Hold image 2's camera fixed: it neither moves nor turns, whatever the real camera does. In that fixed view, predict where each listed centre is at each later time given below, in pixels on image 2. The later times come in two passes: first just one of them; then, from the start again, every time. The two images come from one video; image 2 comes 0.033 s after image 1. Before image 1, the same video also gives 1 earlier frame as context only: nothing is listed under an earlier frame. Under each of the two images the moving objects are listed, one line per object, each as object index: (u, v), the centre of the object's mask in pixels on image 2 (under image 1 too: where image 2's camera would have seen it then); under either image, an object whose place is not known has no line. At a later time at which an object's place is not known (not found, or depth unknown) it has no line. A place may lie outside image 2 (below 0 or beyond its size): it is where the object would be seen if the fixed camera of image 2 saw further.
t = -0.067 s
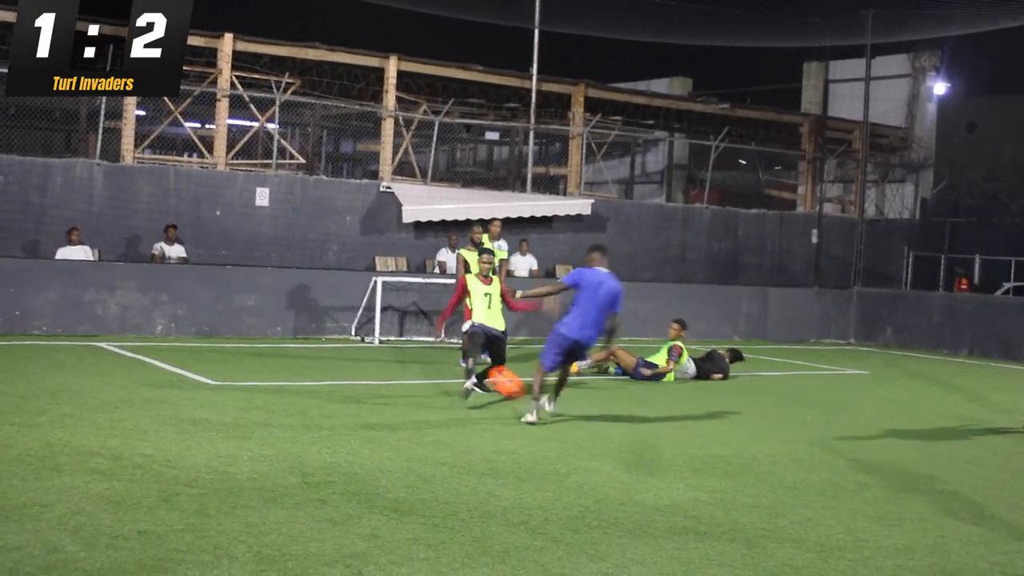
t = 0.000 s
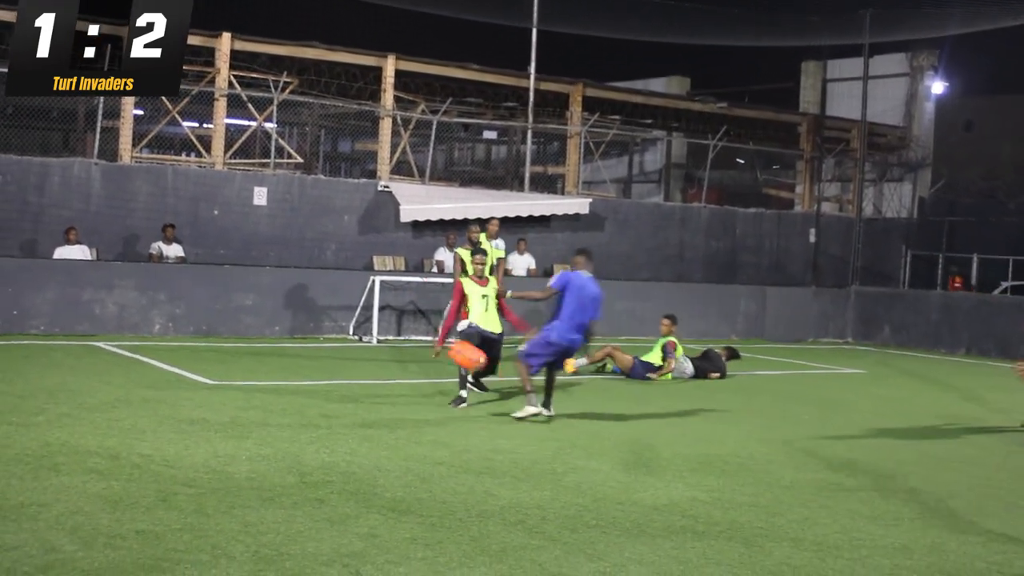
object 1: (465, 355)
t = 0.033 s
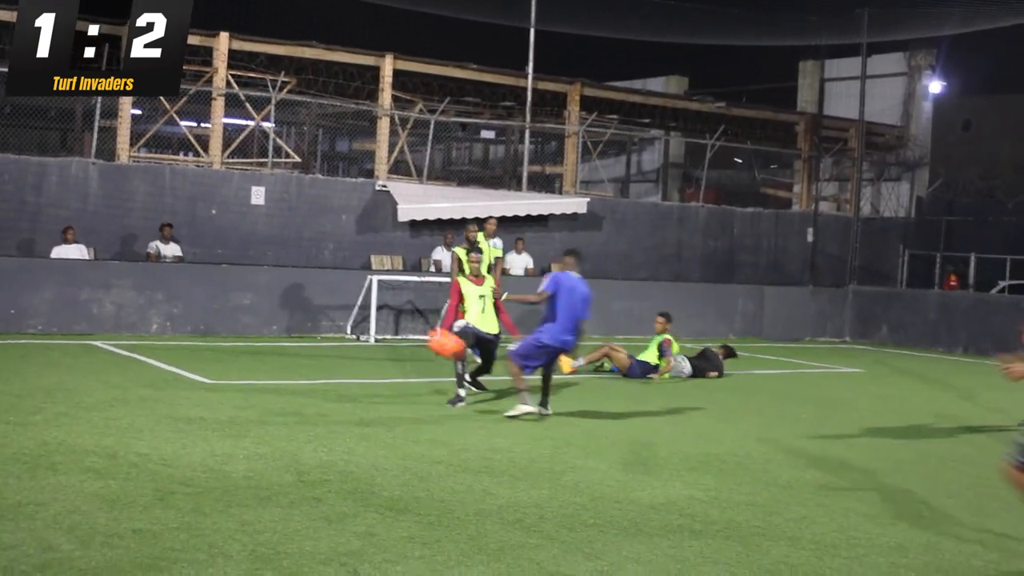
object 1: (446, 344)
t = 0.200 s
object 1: (352, 306)
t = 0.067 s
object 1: (425, 332)
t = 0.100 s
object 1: (406, 323)
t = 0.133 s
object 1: (390, 317)
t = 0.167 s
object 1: (370, 311)
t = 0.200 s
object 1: (352, 306)
